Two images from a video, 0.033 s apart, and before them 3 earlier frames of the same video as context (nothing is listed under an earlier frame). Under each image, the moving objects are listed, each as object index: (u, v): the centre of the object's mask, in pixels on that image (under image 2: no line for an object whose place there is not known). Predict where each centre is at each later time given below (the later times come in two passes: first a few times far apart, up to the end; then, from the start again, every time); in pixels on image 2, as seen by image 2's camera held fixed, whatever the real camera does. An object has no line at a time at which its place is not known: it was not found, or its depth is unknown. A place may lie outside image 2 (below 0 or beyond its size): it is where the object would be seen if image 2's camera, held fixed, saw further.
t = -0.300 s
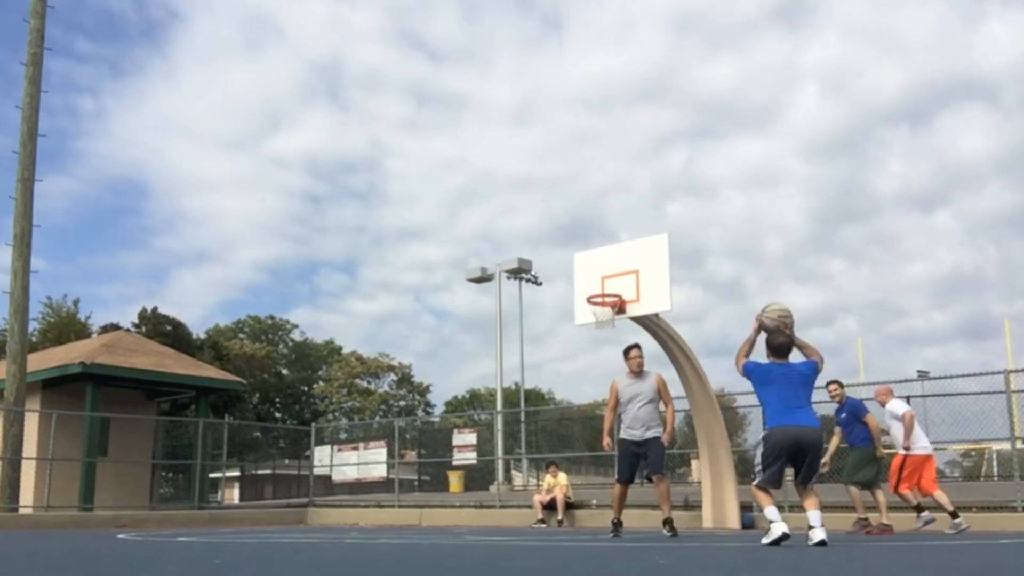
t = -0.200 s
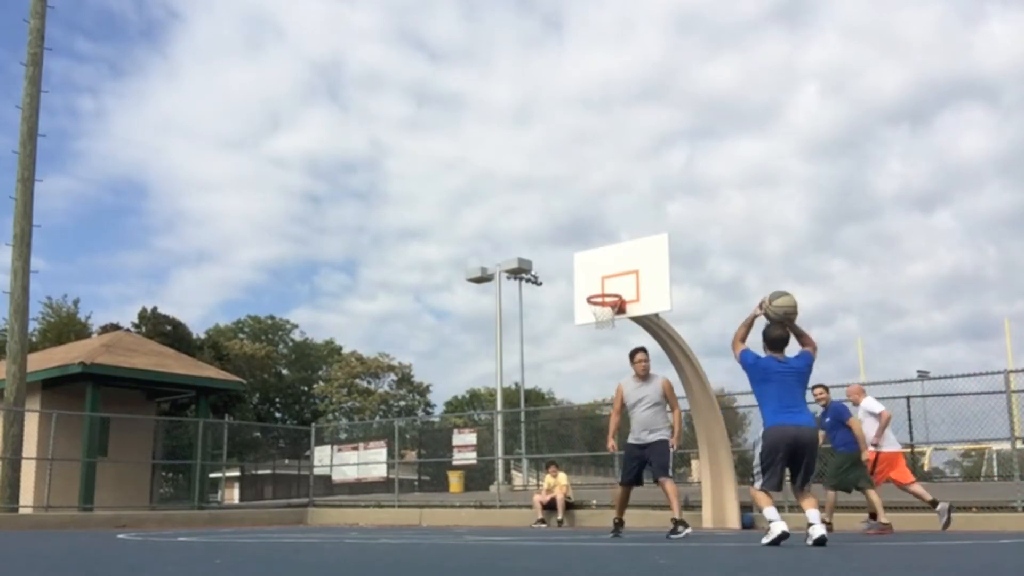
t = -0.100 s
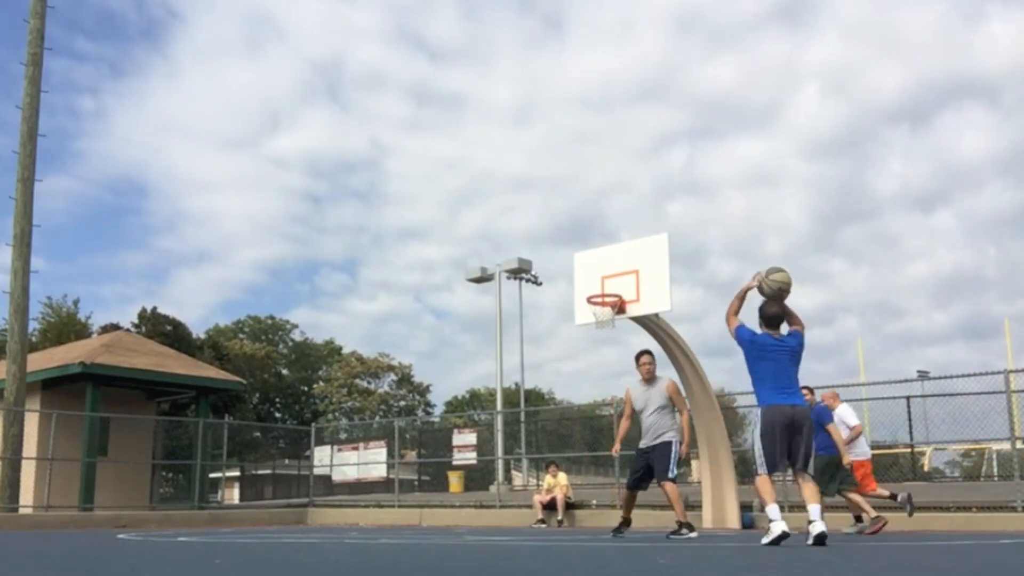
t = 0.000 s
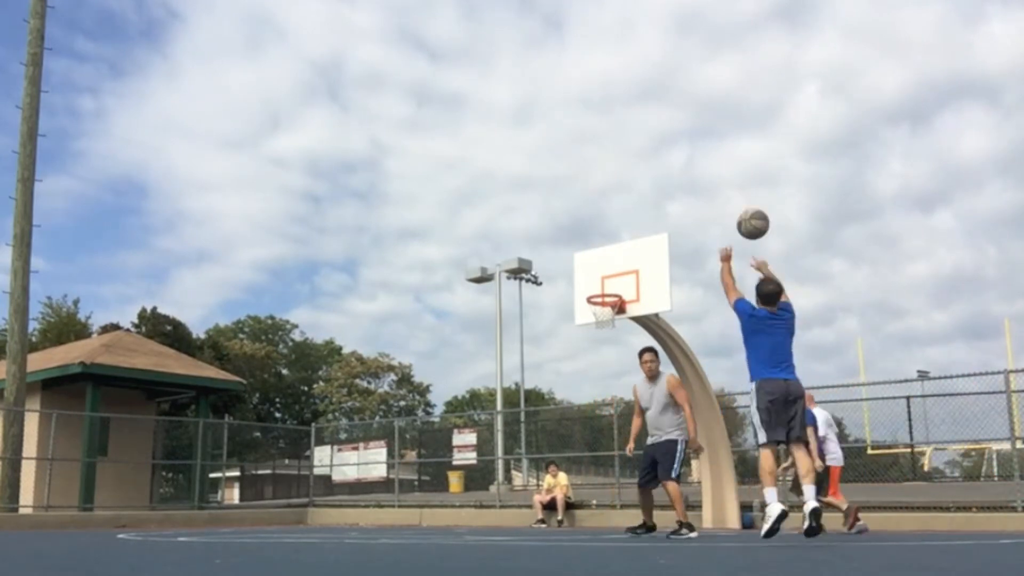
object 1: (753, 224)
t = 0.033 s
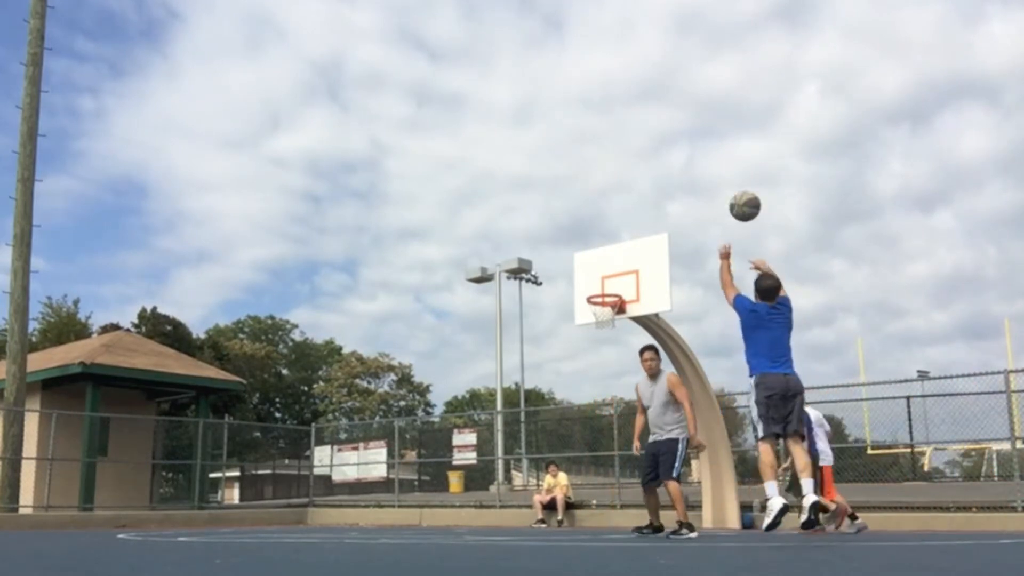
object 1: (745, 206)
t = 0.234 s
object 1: (706, 141)
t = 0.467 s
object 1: (672, 130)
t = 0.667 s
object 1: (650, 156)
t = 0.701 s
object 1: (647, 163)
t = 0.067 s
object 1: (737, 190)
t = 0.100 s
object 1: (730, 177)
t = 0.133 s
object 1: (723, 166)
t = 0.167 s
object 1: (717, 155)
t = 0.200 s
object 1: (711, 148)
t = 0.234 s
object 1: (706, 141)
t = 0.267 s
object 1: (700, 136)
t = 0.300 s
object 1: (695, 132)
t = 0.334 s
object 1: (690, 129)
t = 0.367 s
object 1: (685, 128)
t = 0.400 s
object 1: (681, 128)
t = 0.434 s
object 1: (676, 128)
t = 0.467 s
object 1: (672, 130)
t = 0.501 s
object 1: (668, 132)
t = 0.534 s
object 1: (664, 136)
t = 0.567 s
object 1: (660, 140)
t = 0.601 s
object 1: (657, 144)
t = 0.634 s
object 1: (653, 150)
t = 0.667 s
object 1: (650, 156)
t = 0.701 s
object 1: (647, 163)
